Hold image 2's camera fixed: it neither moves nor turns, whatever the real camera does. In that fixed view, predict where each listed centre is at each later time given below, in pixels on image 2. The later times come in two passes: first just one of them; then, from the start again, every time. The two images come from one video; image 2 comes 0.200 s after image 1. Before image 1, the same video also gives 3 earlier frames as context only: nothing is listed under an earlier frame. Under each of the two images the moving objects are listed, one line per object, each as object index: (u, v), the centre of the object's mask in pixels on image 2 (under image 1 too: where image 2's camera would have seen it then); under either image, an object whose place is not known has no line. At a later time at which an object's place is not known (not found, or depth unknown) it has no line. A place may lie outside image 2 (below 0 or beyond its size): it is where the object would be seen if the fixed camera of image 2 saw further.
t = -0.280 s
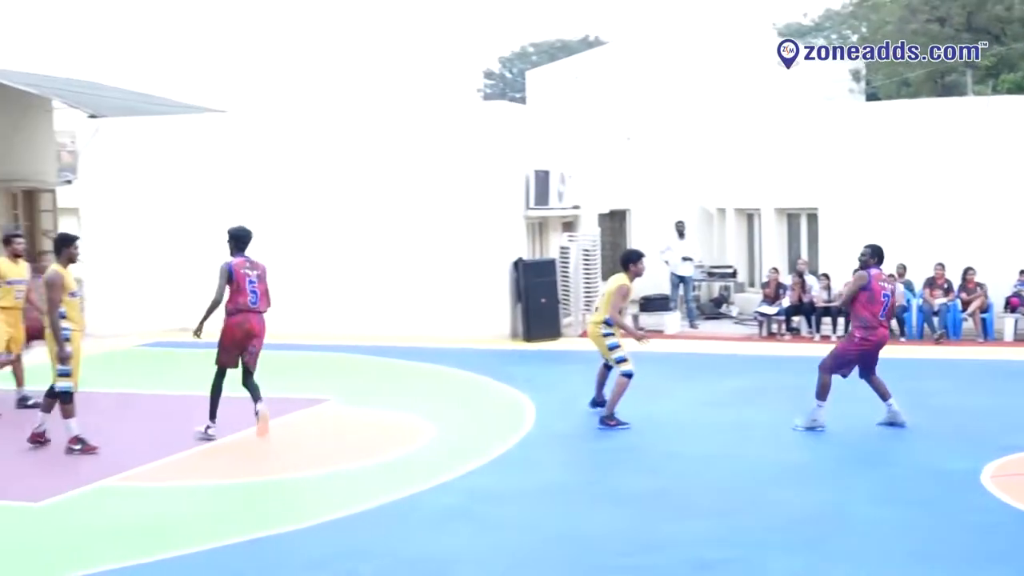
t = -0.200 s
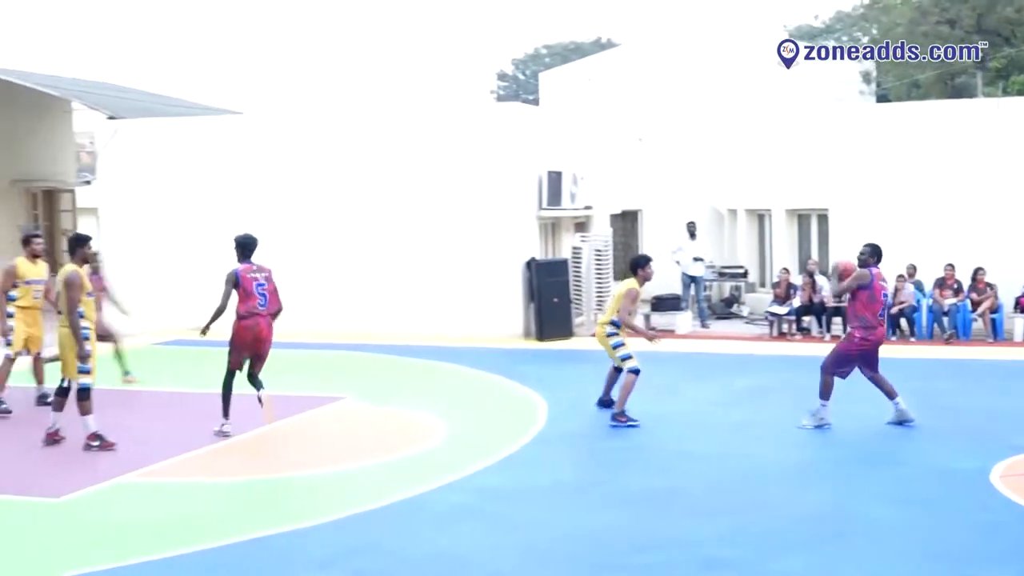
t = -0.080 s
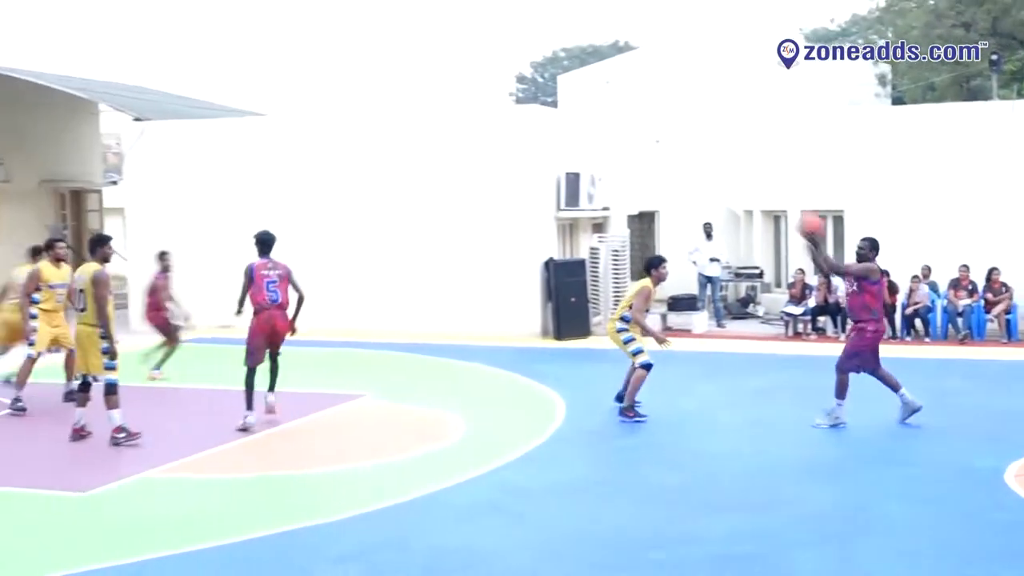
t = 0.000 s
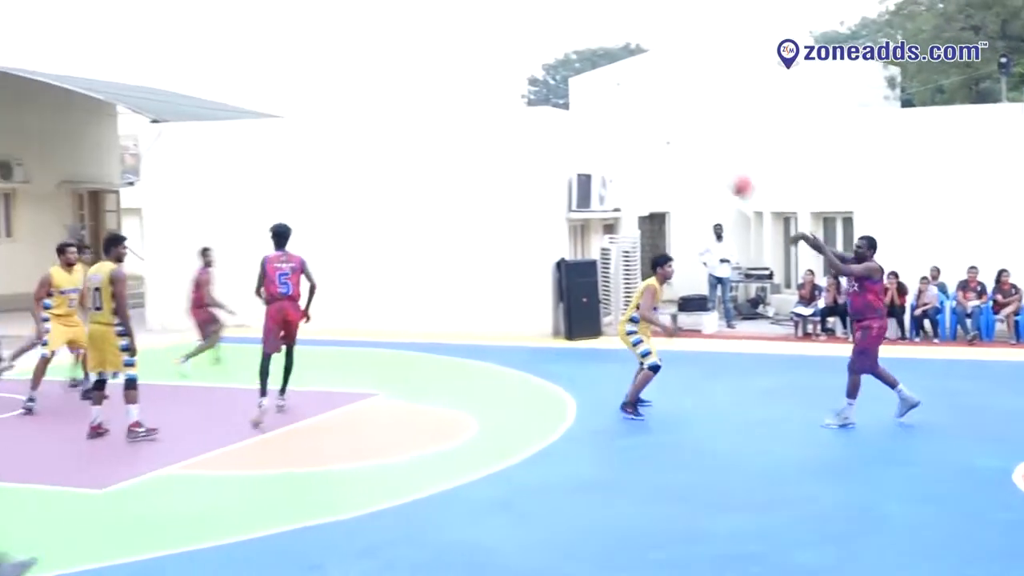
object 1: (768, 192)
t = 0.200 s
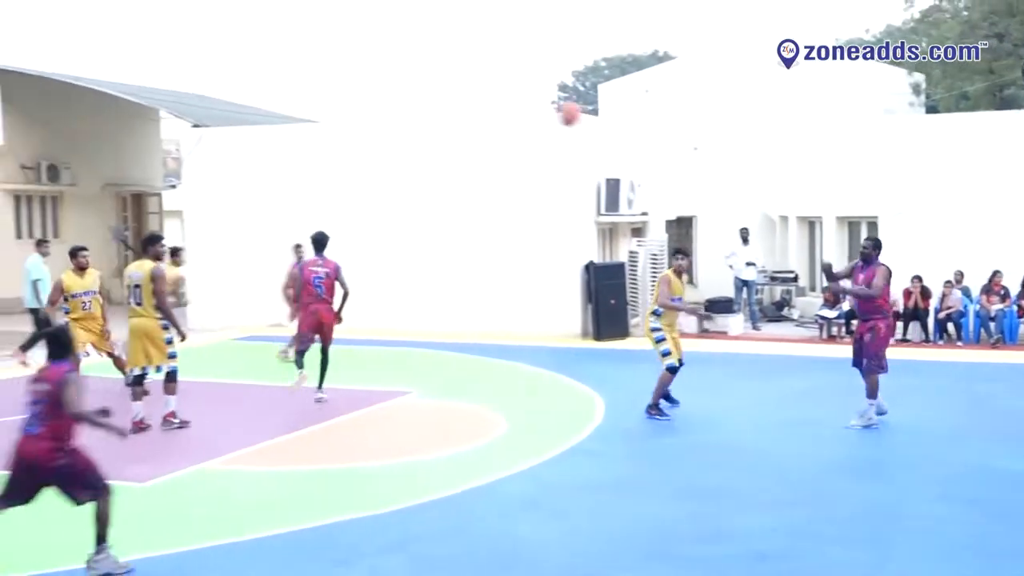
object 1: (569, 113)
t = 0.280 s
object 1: (489, 95)
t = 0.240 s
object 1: (529, 105)
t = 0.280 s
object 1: (489, 95)
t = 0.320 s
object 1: (449, 87)
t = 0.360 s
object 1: (409, 82)
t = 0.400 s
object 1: (369, 78)
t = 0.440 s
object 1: (329, 75)
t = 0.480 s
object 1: (289, 74)
